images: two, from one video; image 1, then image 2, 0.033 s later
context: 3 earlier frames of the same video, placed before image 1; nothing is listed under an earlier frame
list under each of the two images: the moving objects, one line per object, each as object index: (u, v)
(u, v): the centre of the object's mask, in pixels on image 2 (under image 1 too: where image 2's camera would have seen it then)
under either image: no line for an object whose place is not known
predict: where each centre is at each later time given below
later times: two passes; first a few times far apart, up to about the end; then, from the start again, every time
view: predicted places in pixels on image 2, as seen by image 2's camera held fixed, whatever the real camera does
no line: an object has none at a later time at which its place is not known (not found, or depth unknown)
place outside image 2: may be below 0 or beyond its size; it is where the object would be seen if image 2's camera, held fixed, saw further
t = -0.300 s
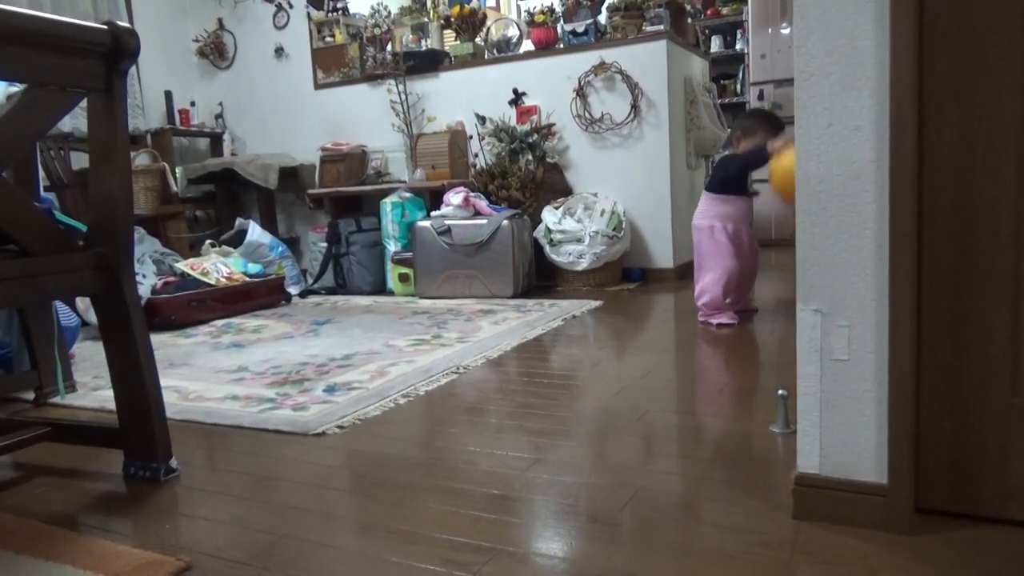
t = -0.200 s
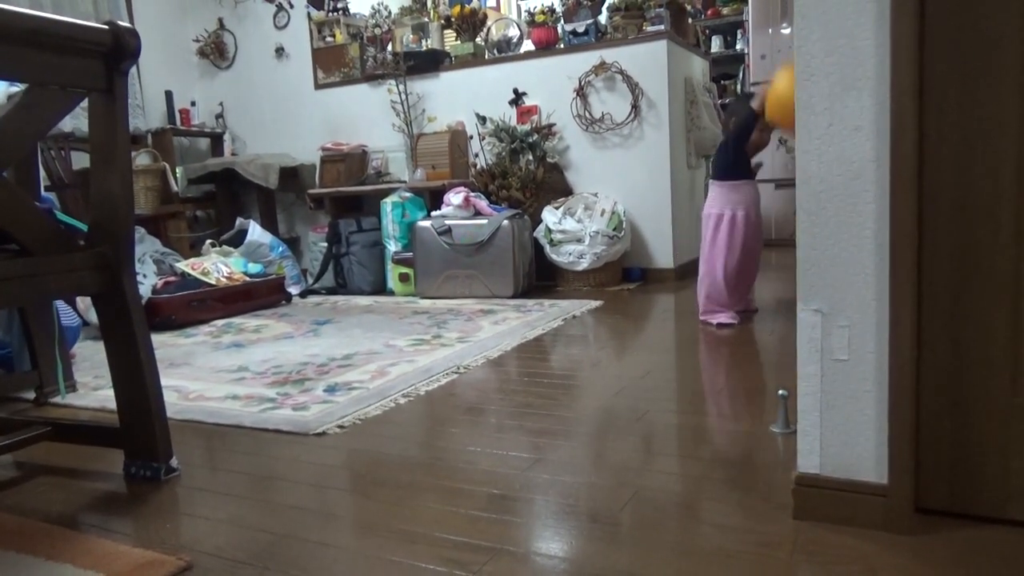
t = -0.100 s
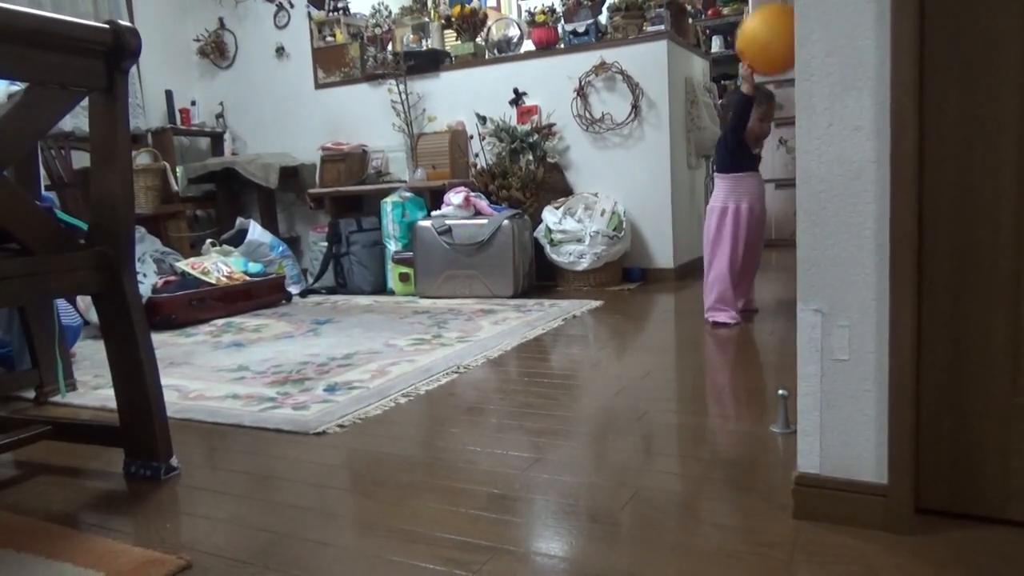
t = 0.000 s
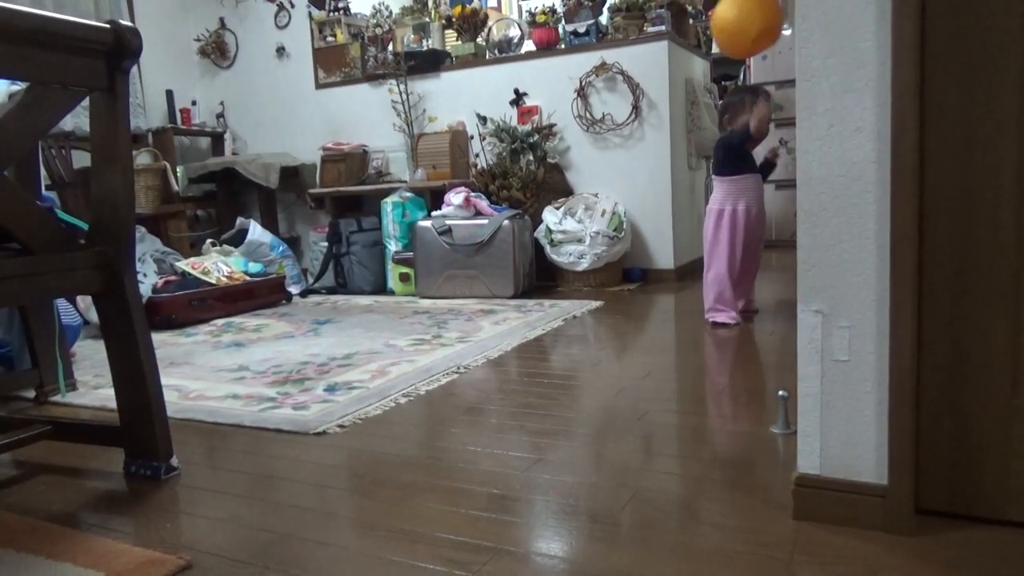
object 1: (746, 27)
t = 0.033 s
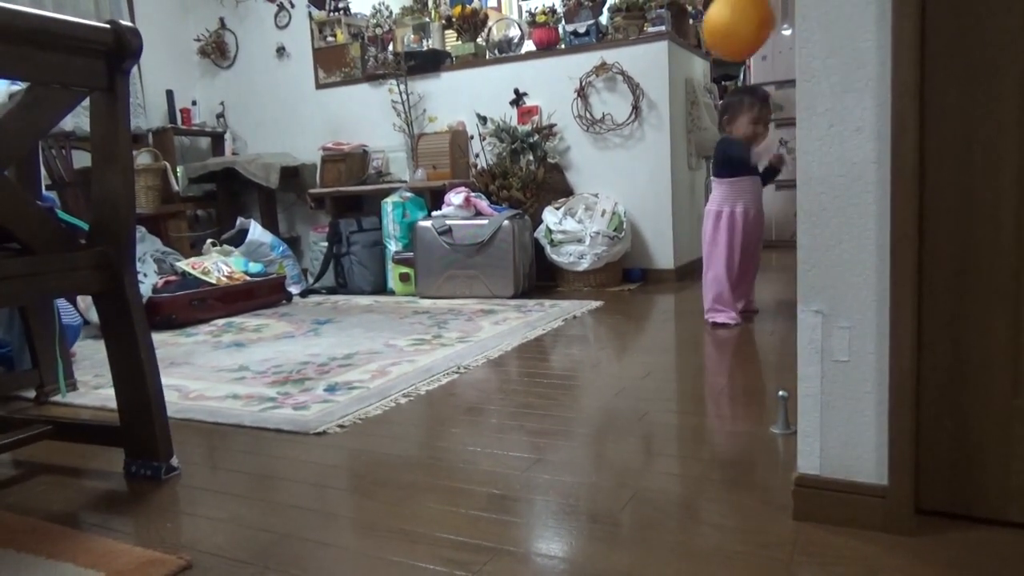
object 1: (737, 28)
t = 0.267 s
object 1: (678, 141)
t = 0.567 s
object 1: (614, 245)
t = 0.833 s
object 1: (560, 294)
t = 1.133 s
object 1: (522, 289)
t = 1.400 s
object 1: (499, 290)
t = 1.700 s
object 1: (494, 290)
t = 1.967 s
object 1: (496, 290)
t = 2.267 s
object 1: (496, 290)
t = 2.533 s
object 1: (495, 290)
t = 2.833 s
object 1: (496, 290)
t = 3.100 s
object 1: (496, 290)
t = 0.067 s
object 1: (728, 31)
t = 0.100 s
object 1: (720, 39)
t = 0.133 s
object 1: (710, 52)
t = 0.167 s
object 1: (703, 68)
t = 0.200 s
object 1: (694, 89)
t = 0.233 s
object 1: (685, 114)
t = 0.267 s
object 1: (678, 141)
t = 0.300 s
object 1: (670, 172)
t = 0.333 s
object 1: (664, 206)
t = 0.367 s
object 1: (657, 245)
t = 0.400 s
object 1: (650, 280)
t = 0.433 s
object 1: (643, 296)
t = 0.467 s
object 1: (635, 278)
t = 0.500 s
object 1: (629, 264)
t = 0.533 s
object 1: (621, 253)
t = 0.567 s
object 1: (614, 245)
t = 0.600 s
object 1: (607, 240)
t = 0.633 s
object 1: (600, 239)
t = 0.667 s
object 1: (592, 241)
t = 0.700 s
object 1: (585, 246)
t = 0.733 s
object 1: (578, 255)
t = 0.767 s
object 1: (572, 266)
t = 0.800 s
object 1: (565, 279)
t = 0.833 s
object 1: (560, 294)
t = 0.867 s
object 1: (555, 288)
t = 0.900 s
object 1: (550, 280)
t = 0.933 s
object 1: (546, 276)
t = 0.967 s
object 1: (541, 276)
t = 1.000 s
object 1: (537, 278)
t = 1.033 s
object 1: (533, 284)
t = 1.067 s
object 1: (530, 290)
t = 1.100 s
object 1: (526, 290)
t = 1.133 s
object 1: (522, 289)
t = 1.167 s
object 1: (519, 289)
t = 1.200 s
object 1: (516, 290)
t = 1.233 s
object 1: (512, 290)
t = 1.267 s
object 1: (509, 290)
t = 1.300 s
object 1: (506, 290)
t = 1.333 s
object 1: (503, 290)
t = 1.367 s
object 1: (501, 290)
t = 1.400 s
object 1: (499, 290)
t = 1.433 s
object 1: (497, 290)
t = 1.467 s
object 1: (496, 290)
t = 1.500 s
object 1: (494, 290)
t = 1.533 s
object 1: (494, 290)
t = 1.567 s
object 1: (494, 290)
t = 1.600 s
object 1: (493, 290)
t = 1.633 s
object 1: (493, 290)
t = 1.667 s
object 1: (494, 290)
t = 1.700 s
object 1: (494, 290)
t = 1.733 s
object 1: (494, 290)
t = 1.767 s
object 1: (495, 290)
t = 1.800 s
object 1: (495, 290)
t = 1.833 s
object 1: (495, 290)
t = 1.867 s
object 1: (495, 290)
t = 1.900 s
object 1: (496, 290)
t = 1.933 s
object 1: (496, 290)
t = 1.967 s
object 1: (496, 290)
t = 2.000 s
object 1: (496, 290)
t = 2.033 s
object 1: (496, 290)
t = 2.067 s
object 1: (496, 290)
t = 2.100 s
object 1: (496, 290)
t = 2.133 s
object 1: (495, 290)
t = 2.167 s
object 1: (495, 290)
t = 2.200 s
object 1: (496, 290)
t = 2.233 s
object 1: (496, 290)
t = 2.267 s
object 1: (496, 290)
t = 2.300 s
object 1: (496, 290)
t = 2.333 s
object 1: (496, 290)
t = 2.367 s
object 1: (496, 290)
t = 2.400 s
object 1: (496, 290)
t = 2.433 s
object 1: (496, 290)
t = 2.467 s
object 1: (496, 290)
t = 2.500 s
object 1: (496, 290)
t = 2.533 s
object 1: (495, 290)
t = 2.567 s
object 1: (496, 290)
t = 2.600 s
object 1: (496, 290)
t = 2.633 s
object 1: (496, 290)
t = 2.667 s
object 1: (496, 290)
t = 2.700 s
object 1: (496, 290)
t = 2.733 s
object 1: (496, 290)
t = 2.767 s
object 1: (496, 290)
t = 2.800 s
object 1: (496, 290)
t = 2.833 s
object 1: (496, 290)
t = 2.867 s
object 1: (496, 290)
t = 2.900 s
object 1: (496, 290)
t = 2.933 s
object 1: (496, 290)
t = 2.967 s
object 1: (496, 290)
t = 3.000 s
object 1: (496, 290)
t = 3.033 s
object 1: (496, 290)
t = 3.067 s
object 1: (496, 290)
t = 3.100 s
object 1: (496, 290)
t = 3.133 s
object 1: (495, 290)
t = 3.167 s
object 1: (496, 290)
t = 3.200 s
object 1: (495, 290)
